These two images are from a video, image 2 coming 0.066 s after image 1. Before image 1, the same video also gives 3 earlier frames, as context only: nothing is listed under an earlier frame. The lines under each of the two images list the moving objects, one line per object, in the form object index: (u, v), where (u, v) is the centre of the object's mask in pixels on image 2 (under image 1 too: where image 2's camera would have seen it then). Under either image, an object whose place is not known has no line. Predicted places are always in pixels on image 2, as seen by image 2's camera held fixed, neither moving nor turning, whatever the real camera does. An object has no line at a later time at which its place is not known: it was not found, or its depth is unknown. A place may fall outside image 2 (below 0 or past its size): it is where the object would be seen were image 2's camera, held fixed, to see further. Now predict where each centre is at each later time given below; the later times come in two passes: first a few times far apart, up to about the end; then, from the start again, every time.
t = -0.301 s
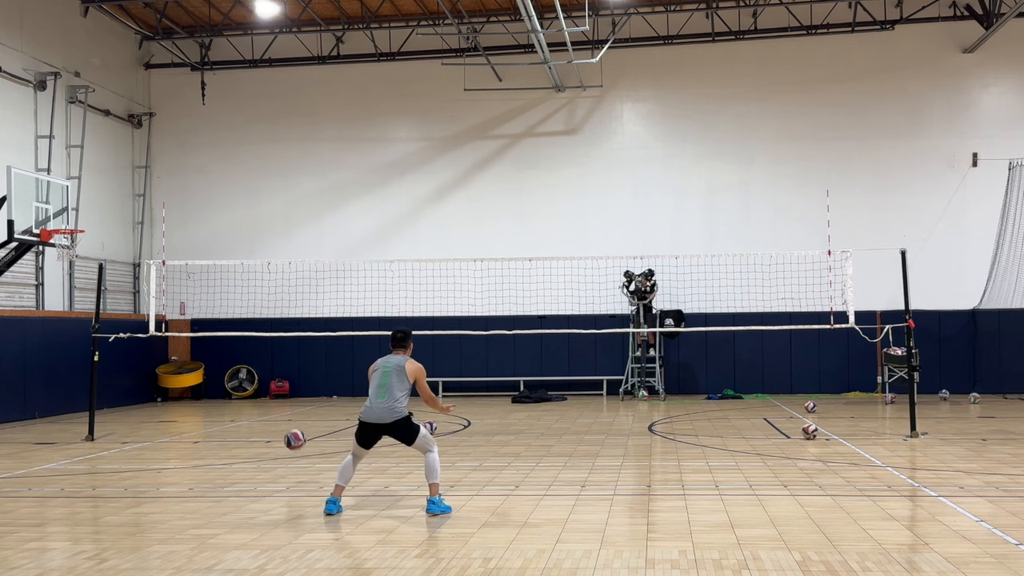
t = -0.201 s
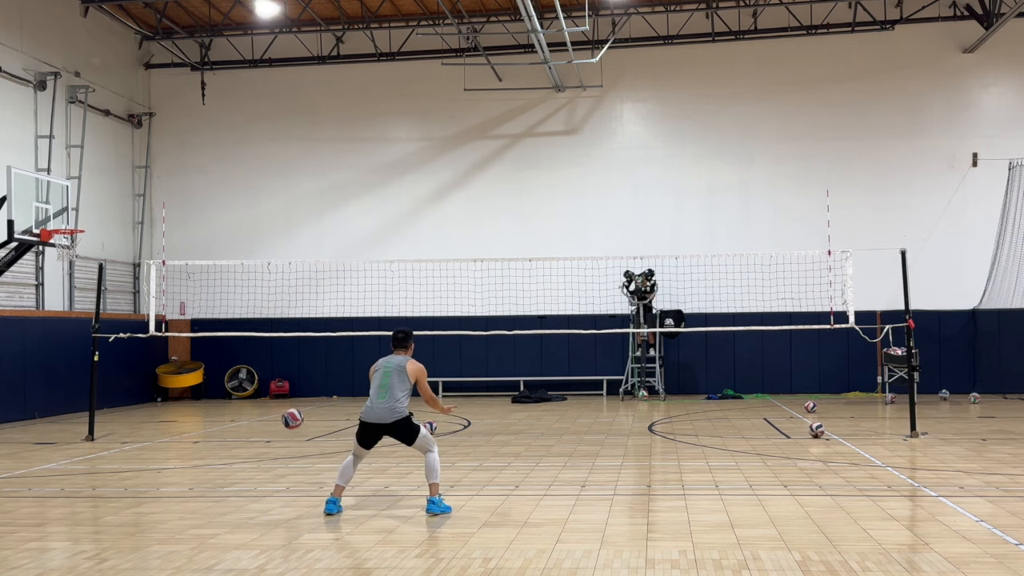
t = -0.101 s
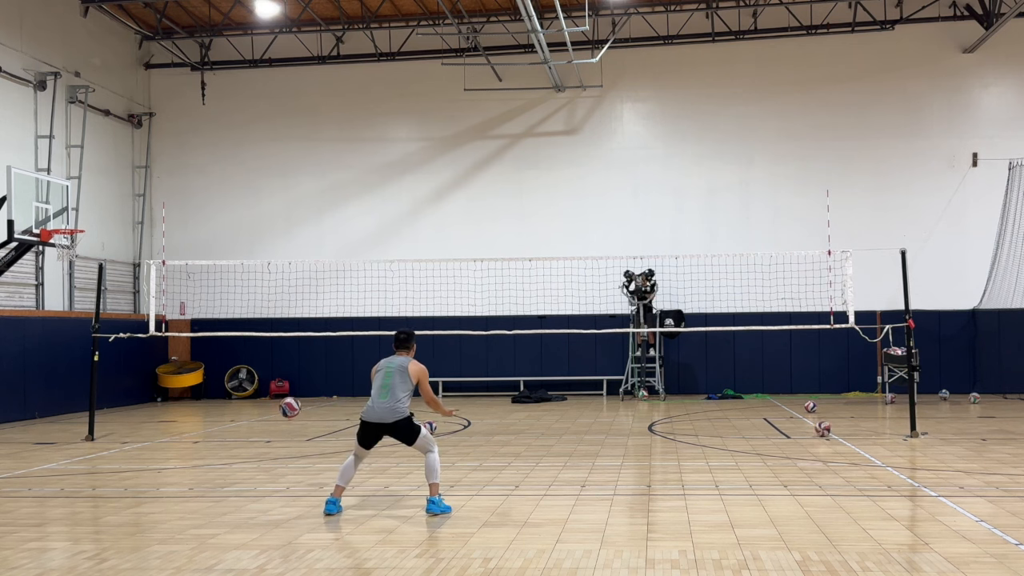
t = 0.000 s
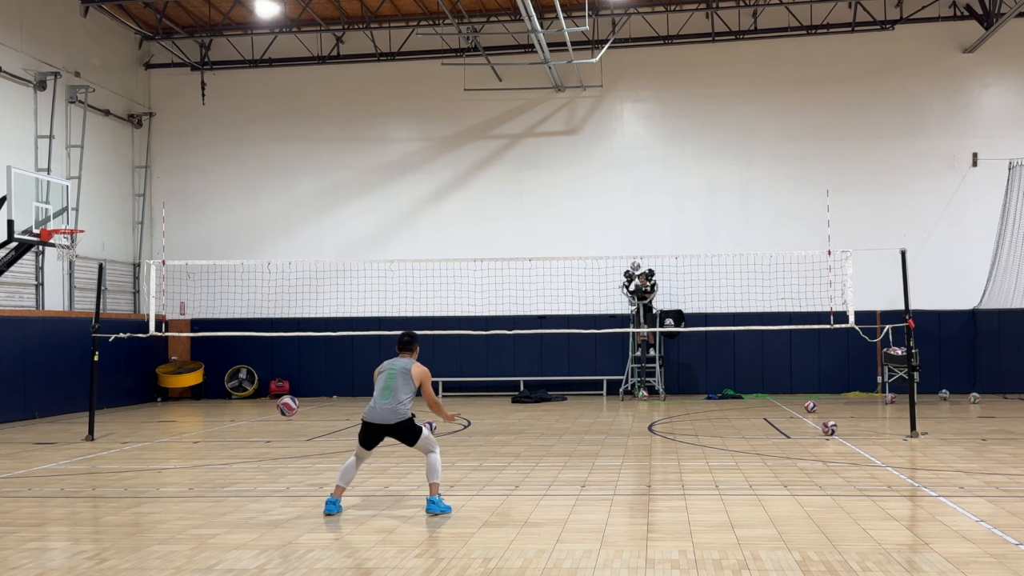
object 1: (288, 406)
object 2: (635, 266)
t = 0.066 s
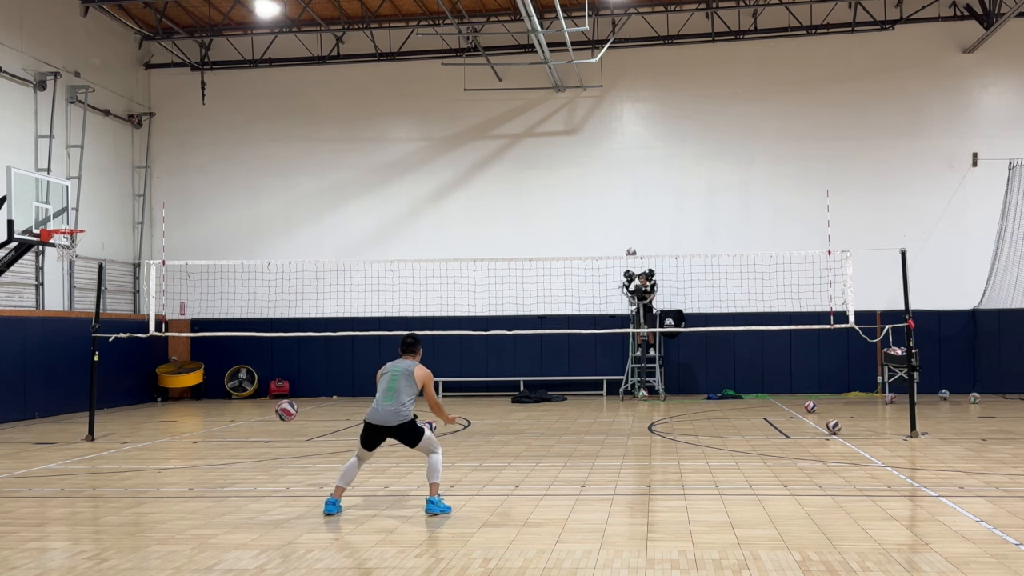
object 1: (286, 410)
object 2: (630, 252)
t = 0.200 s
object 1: (284, 433)
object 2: (620, 231)
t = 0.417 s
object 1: (279, 453)
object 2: (601, 212)
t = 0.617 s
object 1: (277, 427)
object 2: (581, 222)
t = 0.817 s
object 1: (274, 441)
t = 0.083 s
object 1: (286, 412)
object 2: (629, 250)
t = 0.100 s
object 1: (285, 414)
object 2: (628, 247)
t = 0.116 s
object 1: (285, 417)
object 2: (627, 244)
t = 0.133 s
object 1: (285, 419)
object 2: (626, 241)
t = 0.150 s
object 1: (285, 422)
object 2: (624, 238)
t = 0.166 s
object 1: (284, 426)
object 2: (623, 236)
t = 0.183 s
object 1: (284, 429)
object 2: (622, 234)
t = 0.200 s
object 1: (284, 433)
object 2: (620, 231)
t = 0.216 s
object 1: (283, 437)
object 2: (619, 229)
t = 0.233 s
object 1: (283, 441)
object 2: (617, 227)
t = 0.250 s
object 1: (282, 445)
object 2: (616, 225)
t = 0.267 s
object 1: (282, 450)
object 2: (614, 223)
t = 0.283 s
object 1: (282, 455)
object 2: (613, 221)
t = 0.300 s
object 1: (281, 461)
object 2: (612, 220)
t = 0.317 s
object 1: (281, 466)
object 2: (610, 218)
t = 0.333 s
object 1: (280, 472)
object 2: (609, 217)
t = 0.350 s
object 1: (280, 470)
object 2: (607, 216)
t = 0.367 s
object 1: (280, 465)
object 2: (606, 215)
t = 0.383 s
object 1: (280, 461)
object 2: (604, 214)
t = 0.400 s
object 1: (280, 457)
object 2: (602, 213)
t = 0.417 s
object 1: (279, 453)
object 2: (601, 212)
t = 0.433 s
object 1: (279, 449)
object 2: (599, 212)
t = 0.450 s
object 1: (279, 446)
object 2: (597, 211)
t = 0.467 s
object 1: (279, 443)
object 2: (596, 211)
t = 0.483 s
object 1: (278, 440)
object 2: (595, 211)
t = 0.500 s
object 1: (278, 437)
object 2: (593, 211)
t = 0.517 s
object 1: (278, 435)
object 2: (591, 212)
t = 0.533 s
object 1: (278, 433)
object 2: (590, 213)
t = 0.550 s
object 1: (277, 431)
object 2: (588, 214)
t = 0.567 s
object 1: (277, 430)
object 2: (586, 215)
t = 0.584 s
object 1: (277, 429)
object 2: (585, 217)
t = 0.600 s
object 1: (277, 428)
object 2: (583, 219)
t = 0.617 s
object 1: (277, 427)
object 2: (581, 222)
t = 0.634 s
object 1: (276, 427)
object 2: (579, 225)
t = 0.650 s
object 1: (276, 427)
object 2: (578, 228)
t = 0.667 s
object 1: (276, 427)
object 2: (576, 231)
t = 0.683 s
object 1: (276, 427)
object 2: (574, 235)
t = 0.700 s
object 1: (276, 428)
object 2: (573, 239)
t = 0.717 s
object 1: (275, 429)
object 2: (571, 244)
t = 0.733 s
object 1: (275, 430)
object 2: (570, 249)
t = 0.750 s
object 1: (275, 432)
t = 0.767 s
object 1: (275, 434)
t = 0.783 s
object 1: (274, 436)
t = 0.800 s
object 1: (274, 439)
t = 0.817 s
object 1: (274, 441)
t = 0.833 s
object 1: (274, 444)
